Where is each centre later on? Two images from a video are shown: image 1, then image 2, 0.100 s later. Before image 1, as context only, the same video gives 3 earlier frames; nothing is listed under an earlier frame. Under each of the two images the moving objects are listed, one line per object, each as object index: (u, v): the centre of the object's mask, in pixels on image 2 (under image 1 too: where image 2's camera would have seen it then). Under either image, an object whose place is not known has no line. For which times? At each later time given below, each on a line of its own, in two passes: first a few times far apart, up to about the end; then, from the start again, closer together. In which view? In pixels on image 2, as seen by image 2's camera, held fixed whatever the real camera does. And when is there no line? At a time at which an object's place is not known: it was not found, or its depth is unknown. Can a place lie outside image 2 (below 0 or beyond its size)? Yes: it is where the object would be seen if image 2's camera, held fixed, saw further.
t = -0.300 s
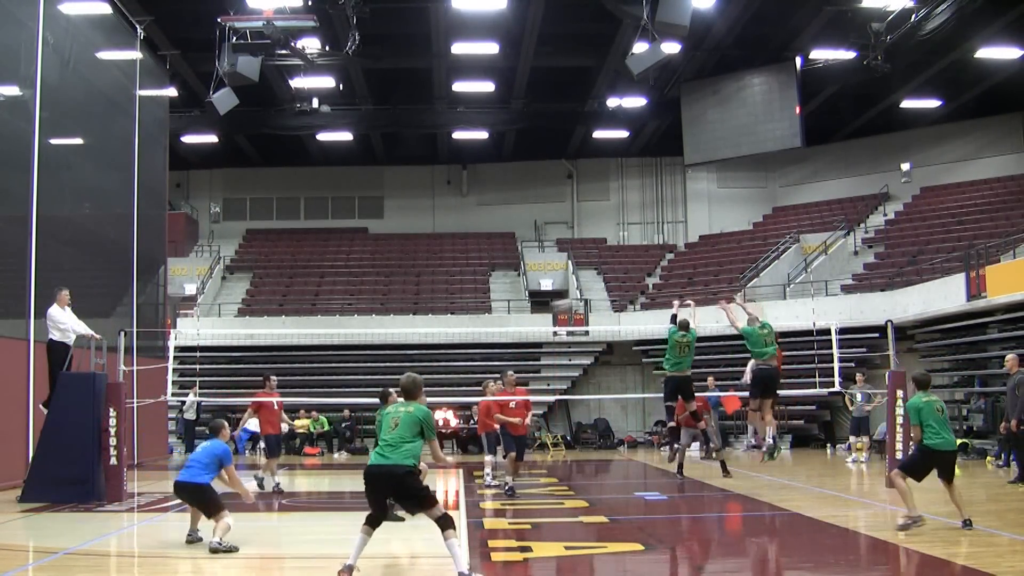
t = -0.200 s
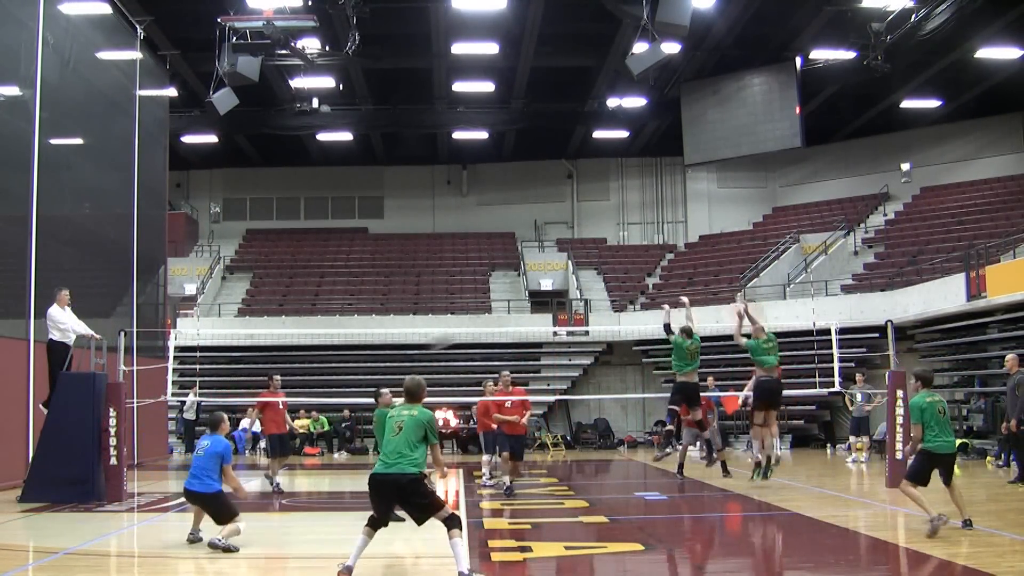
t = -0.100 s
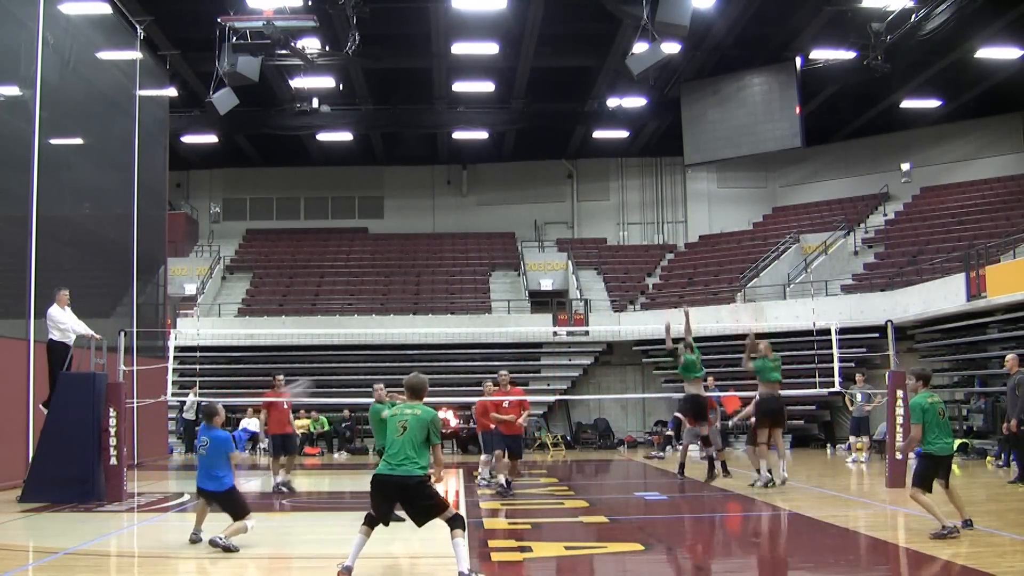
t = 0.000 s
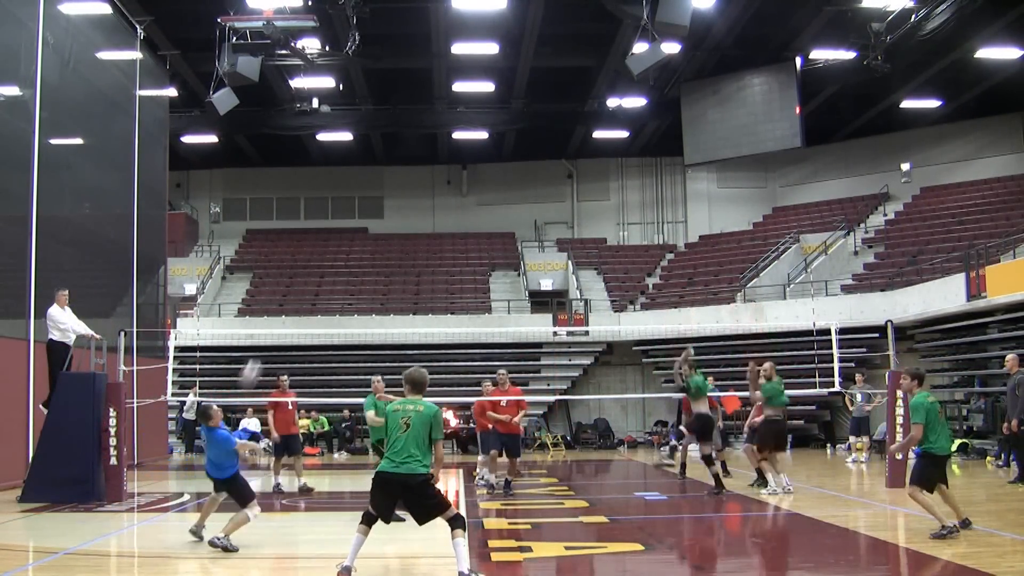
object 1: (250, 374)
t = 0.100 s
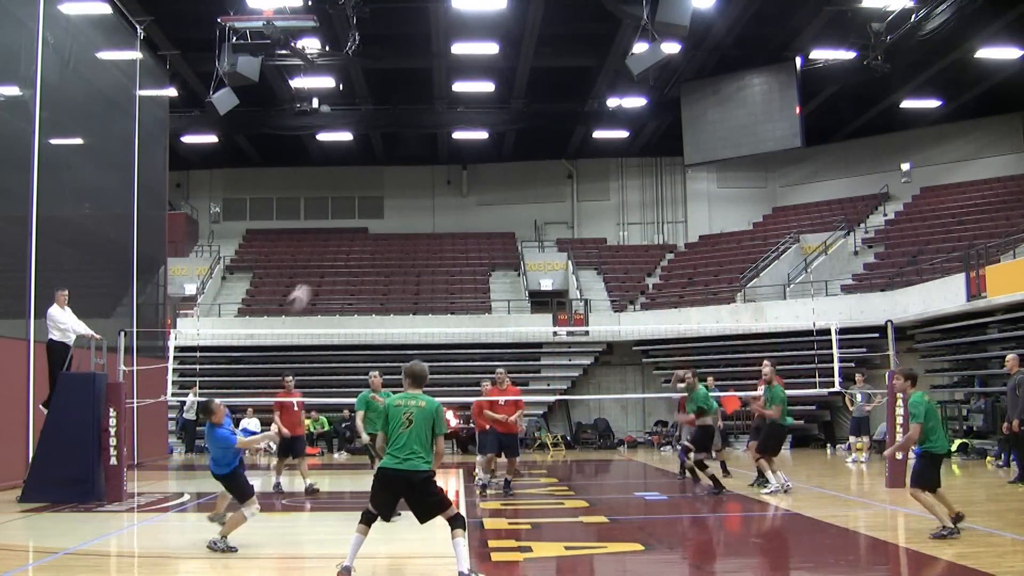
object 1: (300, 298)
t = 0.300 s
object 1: (379, 188)
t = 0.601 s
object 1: (467, 111)
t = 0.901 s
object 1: (532, 104)
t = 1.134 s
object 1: (572, 136)
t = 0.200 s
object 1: (342, 236)
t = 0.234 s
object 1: (355, 217)
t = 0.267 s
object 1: (368, 203)
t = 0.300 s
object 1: (379, 188)
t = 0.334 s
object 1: (391, 176)
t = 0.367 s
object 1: (401, 163)
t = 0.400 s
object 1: (412, 153)
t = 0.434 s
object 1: (422, 144)
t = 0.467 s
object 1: (432, 135)
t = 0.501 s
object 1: (441, 128)
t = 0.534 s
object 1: (450, 121)
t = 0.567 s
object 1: (459, 115)
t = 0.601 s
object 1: (467, 111)
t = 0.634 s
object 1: (475, 107)
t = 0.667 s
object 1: (484, 104)
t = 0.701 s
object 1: (491, 102)
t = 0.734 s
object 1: (498, 100)
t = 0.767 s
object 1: (505, 100)
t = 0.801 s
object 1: (512, 100)
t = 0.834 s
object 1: (519, 101)
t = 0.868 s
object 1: (525, 102)
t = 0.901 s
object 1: (532, 104)
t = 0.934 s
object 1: (538, 107)
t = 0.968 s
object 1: (544, 110)
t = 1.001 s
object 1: (550, 114)
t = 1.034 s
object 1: (556, 119)
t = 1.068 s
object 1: (561, 124)
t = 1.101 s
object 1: (567, 130)
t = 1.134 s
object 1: (572, 136)
